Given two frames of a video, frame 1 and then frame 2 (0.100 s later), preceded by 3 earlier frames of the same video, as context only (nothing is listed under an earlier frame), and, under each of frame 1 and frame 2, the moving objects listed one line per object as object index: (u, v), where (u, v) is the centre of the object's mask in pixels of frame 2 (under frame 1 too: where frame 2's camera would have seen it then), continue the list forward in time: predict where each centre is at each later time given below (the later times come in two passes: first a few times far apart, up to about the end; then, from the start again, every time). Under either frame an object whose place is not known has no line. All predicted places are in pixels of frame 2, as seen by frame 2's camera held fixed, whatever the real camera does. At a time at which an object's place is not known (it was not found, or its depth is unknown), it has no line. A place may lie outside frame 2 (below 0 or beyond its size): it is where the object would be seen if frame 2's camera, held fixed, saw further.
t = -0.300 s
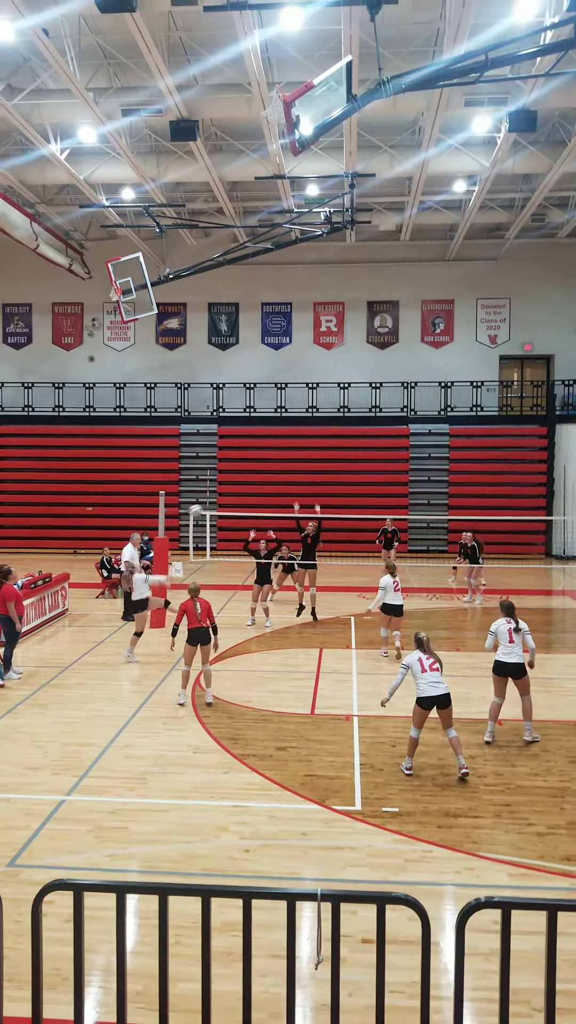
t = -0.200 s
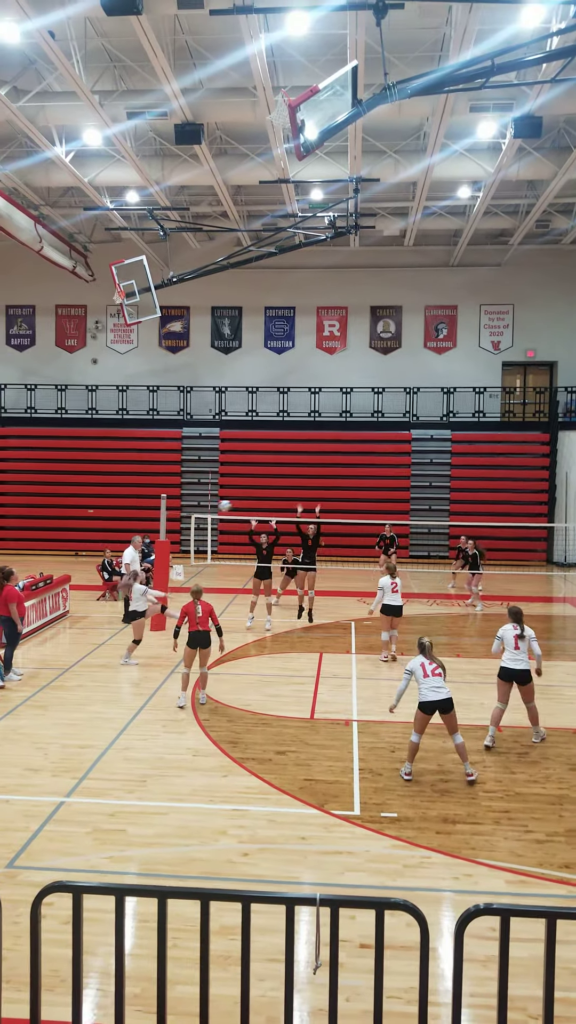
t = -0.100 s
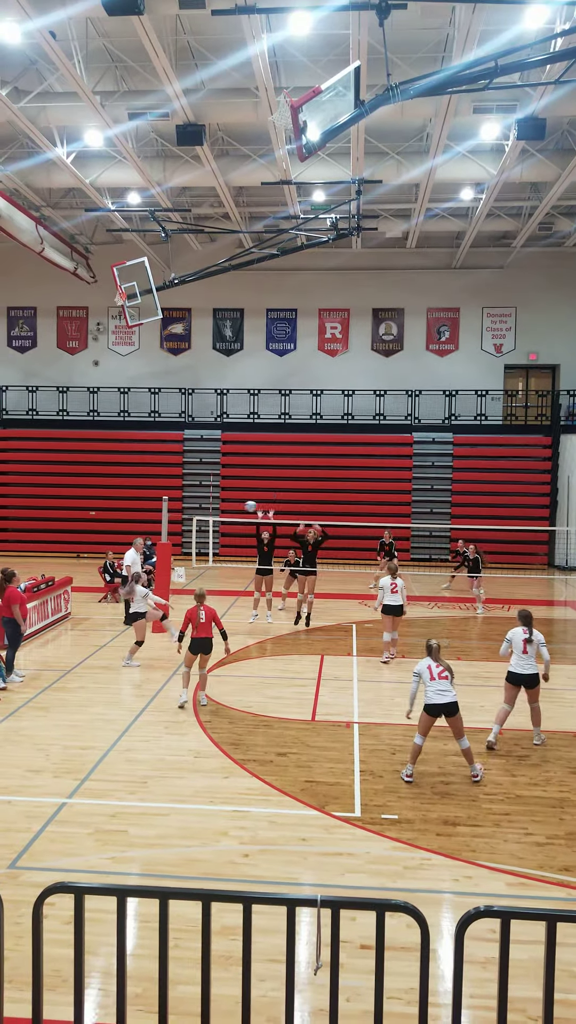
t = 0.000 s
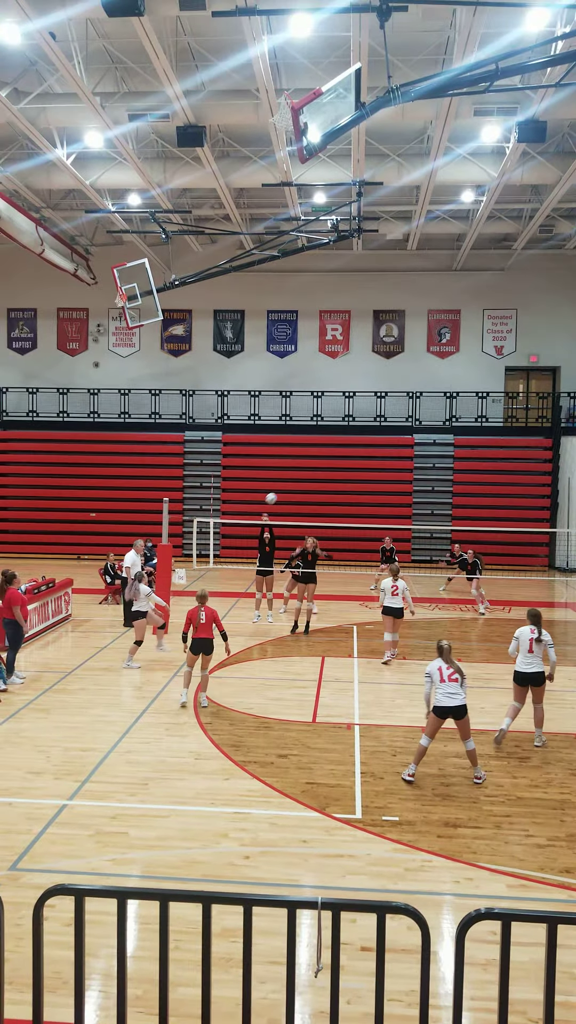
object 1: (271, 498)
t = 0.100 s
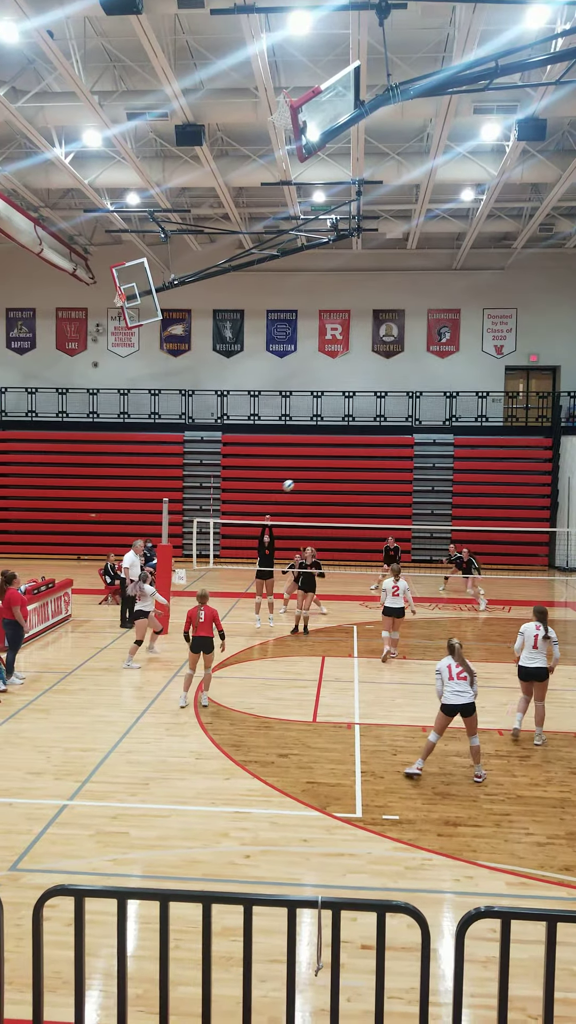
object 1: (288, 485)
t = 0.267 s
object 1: (317, 473)
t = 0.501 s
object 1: (356, 480)
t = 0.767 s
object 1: (399, 519)
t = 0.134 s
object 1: (294, 482)
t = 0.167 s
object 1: (300, 479)
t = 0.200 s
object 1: (305, 477)
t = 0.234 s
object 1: (311, 475)
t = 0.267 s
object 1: (317, 473)
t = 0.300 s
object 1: (322, 473)
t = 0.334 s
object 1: (328, 473)
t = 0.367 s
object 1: (334, 473)
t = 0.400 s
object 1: (340, 474)
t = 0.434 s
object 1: (345, 476)
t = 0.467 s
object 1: (351, 477)
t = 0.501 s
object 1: (356, 480)
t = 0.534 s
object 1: (362, 483)
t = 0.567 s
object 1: (367, 487)
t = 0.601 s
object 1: (373, 492)
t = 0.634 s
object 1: (378, 496)
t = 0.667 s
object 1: (383, 501)
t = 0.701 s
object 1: (389, 507)
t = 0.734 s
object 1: (394, 513)
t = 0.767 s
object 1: (399, 519)
